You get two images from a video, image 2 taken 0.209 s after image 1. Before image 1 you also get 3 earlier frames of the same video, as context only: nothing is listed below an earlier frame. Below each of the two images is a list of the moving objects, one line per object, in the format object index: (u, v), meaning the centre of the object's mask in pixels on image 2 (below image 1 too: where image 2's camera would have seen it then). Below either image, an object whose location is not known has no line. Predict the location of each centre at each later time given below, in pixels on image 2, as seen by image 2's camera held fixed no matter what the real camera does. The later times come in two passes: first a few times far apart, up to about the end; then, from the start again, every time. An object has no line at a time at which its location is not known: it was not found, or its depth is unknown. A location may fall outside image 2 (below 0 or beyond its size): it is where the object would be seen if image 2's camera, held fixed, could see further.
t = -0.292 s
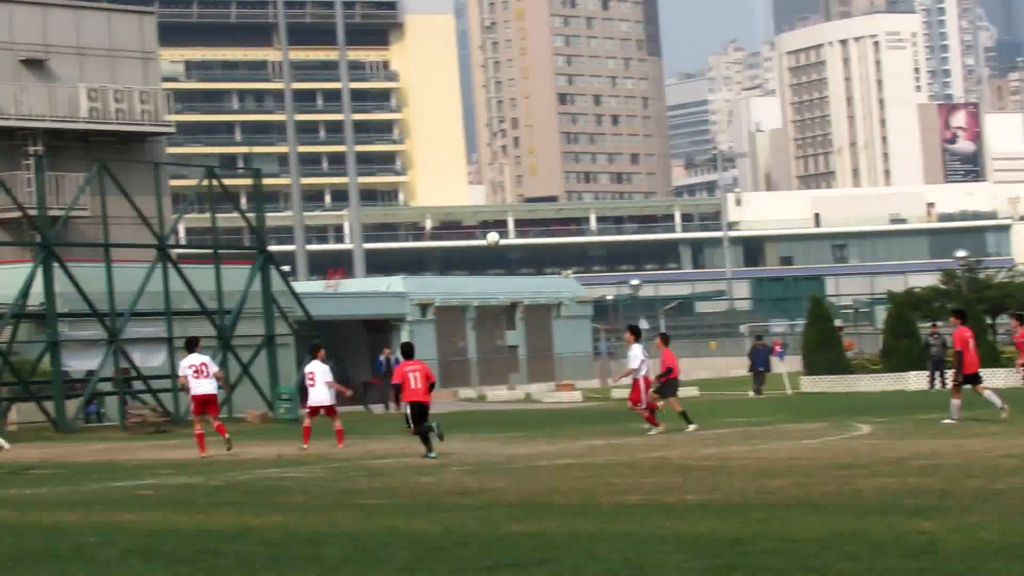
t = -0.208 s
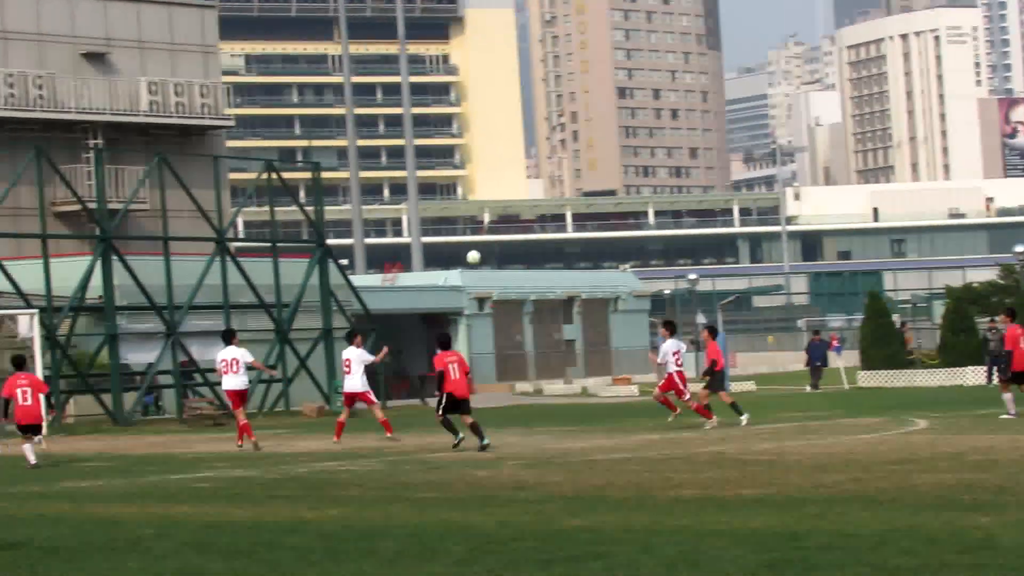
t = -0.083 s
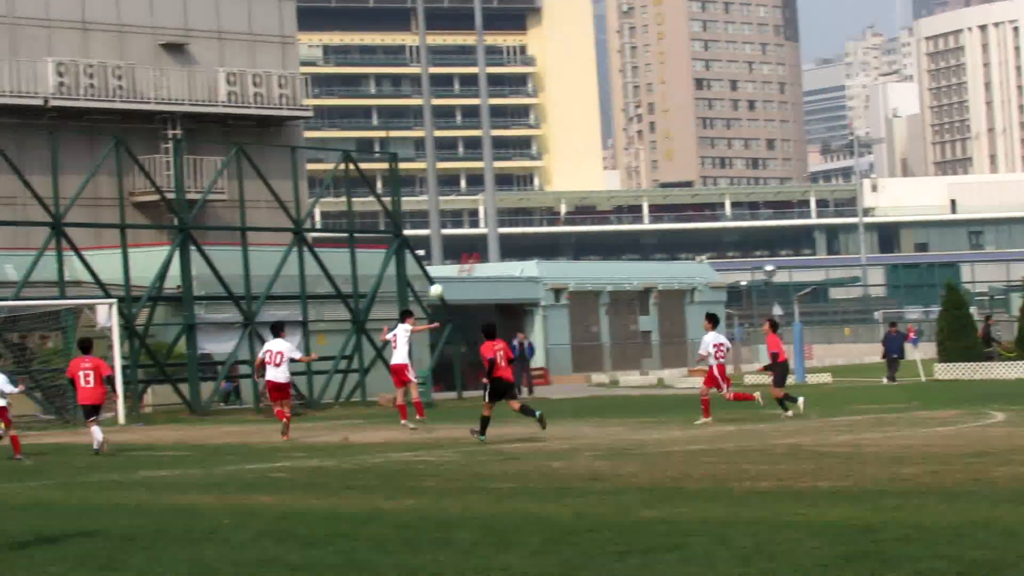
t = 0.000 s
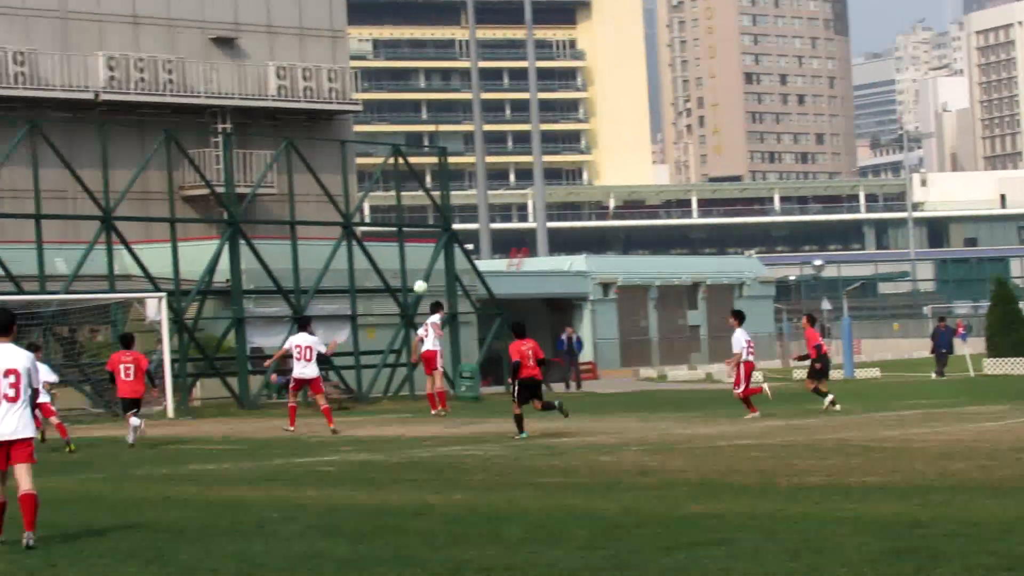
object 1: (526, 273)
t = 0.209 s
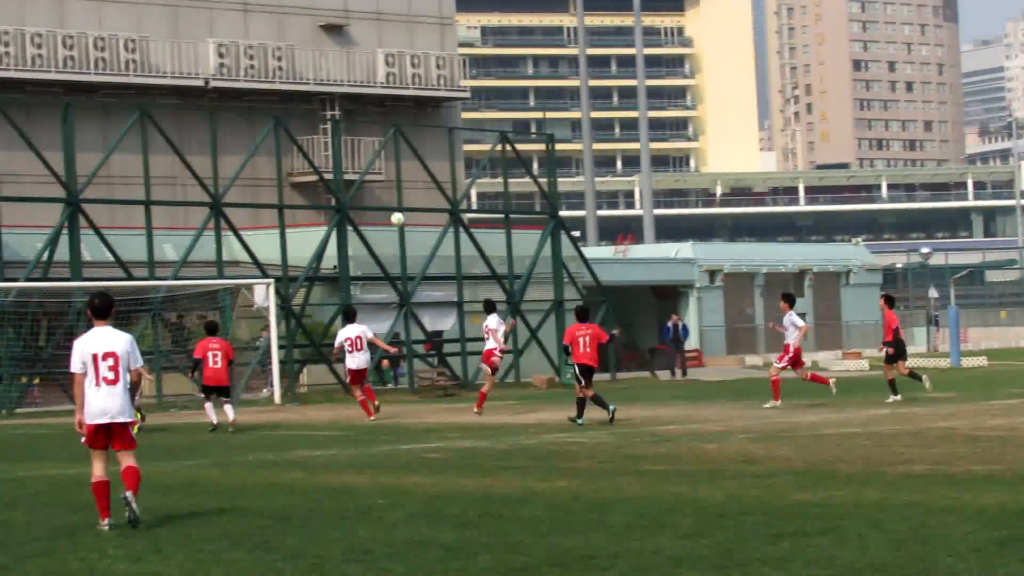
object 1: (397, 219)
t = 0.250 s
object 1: (372, 213)
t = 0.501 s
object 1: (227, 191)
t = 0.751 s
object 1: (87, 212)
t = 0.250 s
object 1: (372, 213)
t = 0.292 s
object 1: (347, 208)
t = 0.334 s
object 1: (323, 203)
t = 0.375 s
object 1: (298, 199)
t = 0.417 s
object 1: (274, 198)
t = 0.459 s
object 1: (251, 194)
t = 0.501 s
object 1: (227, 191)
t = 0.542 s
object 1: (204, 191)
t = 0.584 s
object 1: (180, 193)
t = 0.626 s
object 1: (156, 195)
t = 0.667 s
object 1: (133, 199)
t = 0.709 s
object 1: (110, 204)
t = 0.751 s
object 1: (87, 212)
